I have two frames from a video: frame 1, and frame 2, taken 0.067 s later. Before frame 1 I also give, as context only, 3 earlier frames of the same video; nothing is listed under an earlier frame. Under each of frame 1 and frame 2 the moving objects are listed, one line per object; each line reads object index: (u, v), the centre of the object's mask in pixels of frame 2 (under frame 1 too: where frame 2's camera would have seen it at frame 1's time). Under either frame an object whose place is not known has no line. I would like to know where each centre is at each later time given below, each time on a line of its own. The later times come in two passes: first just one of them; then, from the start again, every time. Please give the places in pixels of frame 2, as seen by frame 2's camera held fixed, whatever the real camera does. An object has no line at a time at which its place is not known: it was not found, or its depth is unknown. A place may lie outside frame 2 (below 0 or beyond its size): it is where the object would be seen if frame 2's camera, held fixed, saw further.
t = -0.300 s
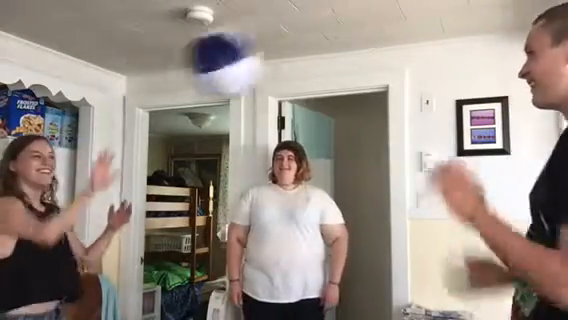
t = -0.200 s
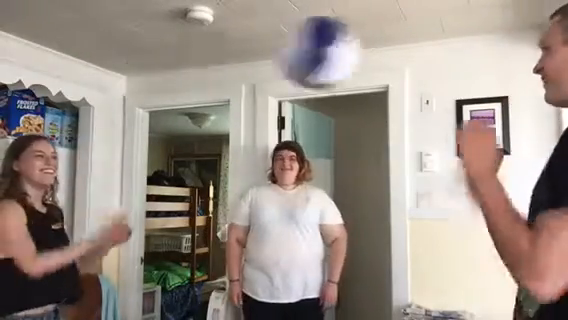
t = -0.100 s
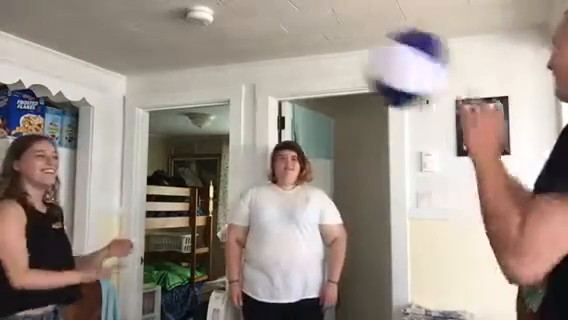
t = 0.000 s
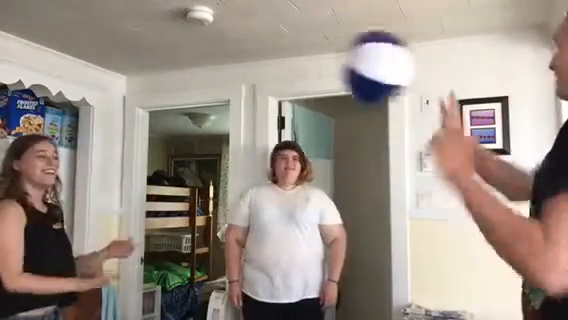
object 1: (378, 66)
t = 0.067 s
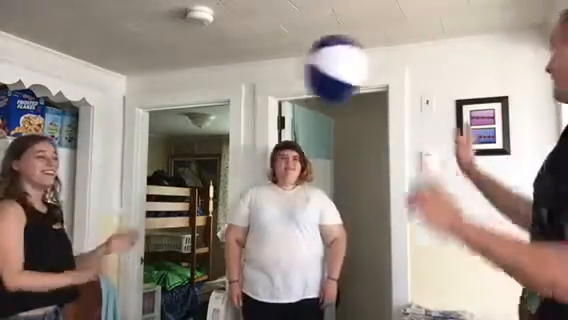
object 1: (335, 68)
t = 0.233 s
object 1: (251, 102)
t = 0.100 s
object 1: (318, 71)
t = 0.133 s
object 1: (298, 77)
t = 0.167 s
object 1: (281, 84)
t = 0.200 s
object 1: (265, 92)
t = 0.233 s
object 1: (251, 102)
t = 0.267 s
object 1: (238, 112)
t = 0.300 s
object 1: (226, 124)
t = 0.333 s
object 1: (214, 138)
